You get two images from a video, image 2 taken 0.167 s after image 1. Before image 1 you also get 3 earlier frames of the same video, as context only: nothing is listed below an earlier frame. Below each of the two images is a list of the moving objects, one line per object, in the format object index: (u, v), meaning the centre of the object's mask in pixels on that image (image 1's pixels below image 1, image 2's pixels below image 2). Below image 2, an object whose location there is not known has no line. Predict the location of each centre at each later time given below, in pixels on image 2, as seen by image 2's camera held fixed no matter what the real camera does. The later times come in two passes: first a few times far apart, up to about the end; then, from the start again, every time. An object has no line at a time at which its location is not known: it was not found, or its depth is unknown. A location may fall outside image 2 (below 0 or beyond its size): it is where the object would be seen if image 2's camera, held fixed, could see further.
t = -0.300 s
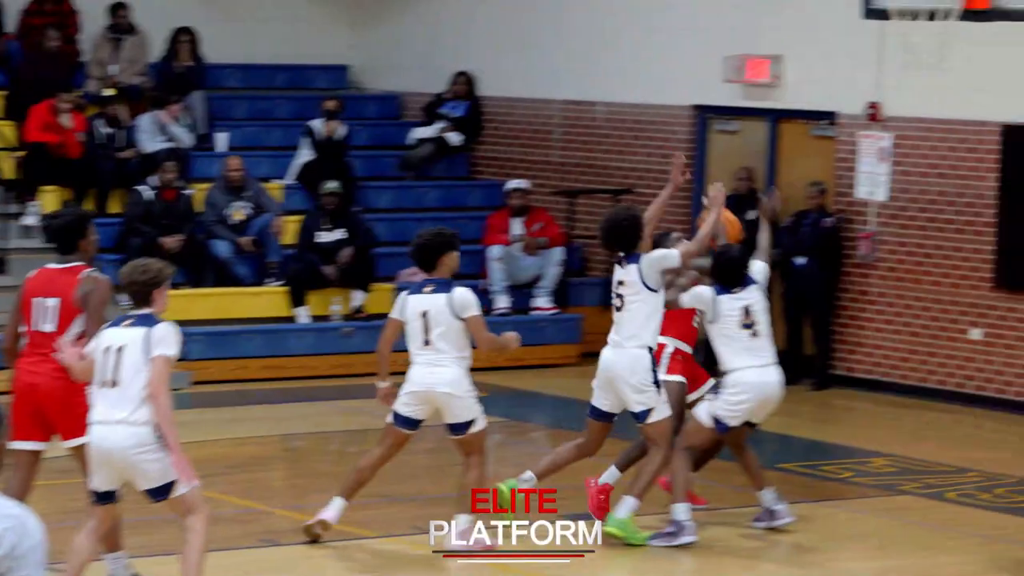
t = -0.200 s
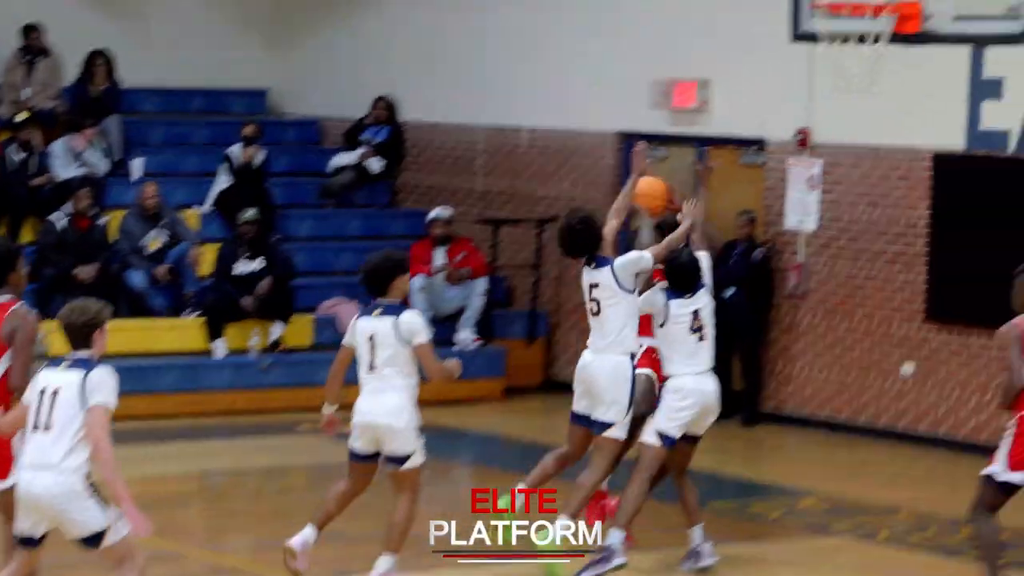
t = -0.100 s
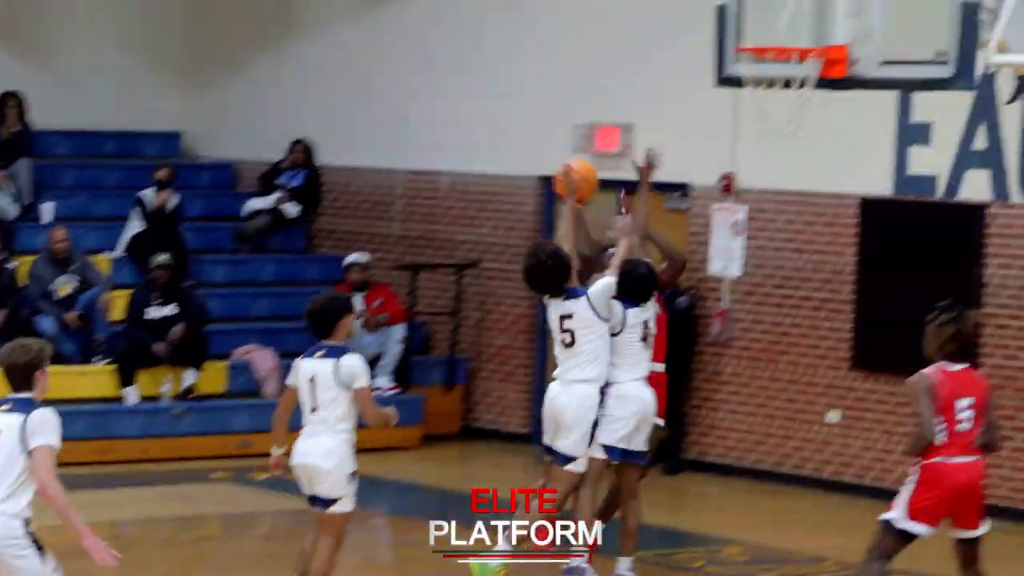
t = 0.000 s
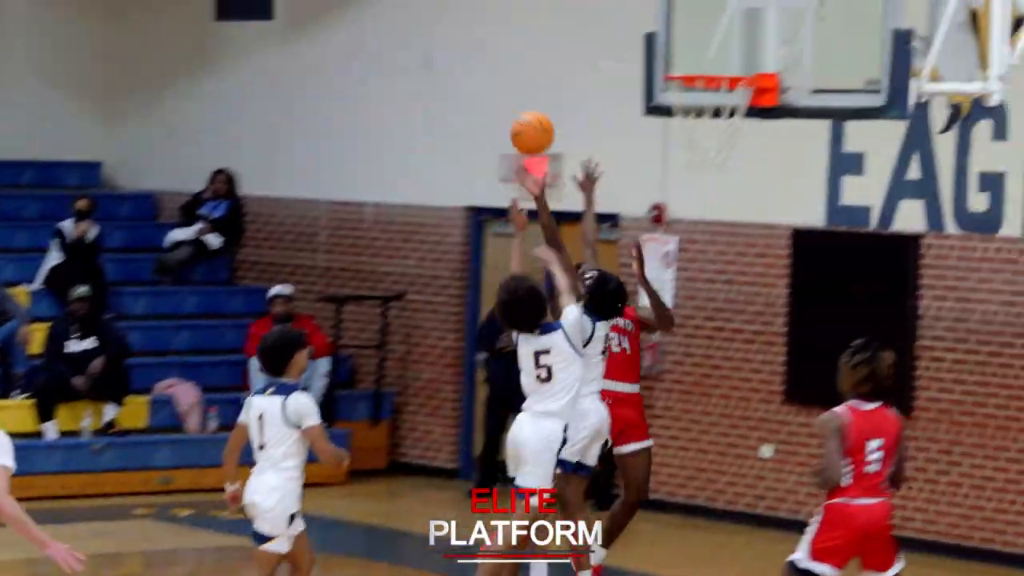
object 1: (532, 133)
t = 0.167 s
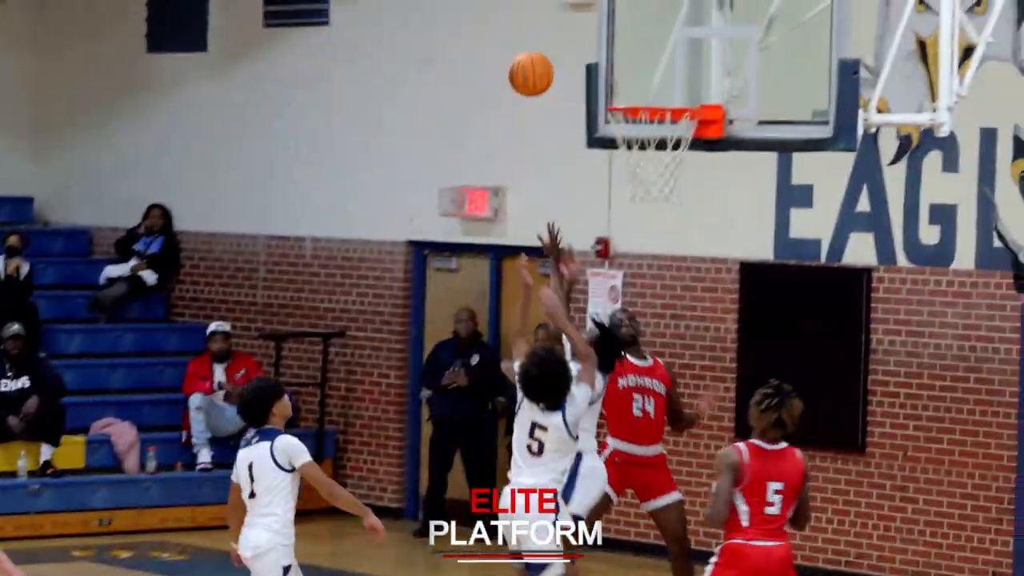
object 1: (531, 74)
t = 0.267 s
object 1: (565, 42)
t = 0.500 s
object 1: (647, 39)
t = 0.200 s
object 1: (542, 61)
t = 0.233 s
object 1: (554, 51)
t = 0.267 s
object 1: (565, 42)
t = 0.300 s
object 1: (577, 35)
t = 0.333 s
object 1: (588, 30)
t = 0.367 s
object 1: (601, 27)
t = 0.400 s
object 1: (612, 27)
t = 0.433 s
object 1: (624, 29)
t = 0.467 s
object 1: (635, 33)
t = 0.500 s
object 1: (647, 39)
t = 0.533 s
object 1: (659, 47)
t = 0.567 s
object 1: (671, 57)
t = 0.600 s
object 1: (683, 70)
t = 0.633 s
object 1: (694, 85)
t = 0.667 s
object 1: (694, 78)
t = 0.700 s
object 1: (690, 63)
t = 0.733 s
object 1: (687, 51)
